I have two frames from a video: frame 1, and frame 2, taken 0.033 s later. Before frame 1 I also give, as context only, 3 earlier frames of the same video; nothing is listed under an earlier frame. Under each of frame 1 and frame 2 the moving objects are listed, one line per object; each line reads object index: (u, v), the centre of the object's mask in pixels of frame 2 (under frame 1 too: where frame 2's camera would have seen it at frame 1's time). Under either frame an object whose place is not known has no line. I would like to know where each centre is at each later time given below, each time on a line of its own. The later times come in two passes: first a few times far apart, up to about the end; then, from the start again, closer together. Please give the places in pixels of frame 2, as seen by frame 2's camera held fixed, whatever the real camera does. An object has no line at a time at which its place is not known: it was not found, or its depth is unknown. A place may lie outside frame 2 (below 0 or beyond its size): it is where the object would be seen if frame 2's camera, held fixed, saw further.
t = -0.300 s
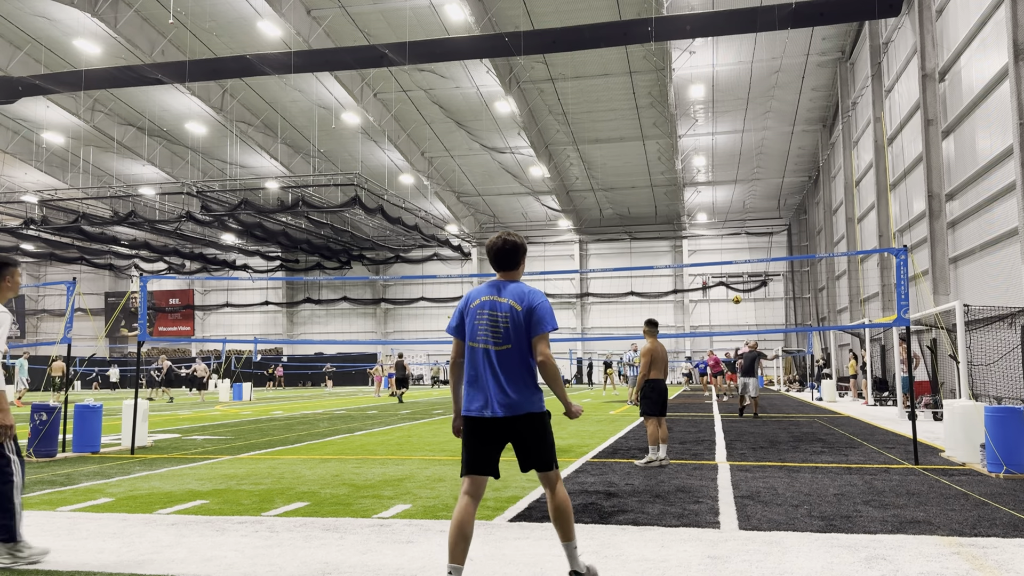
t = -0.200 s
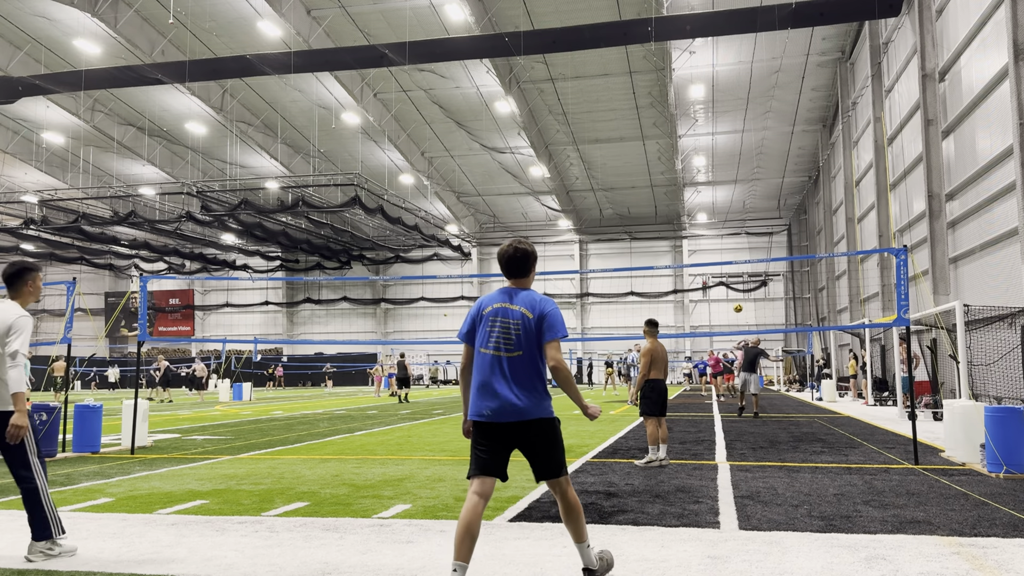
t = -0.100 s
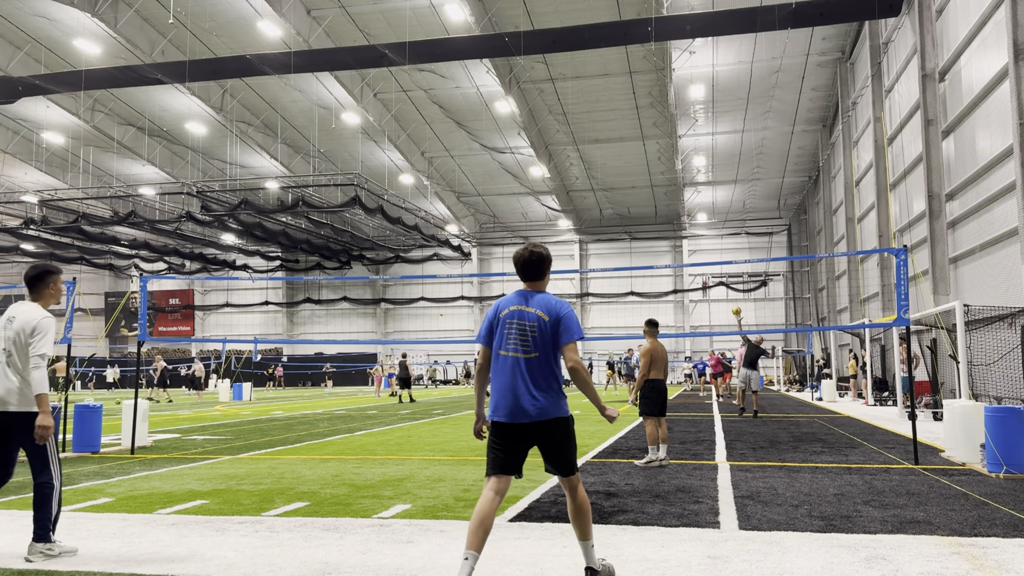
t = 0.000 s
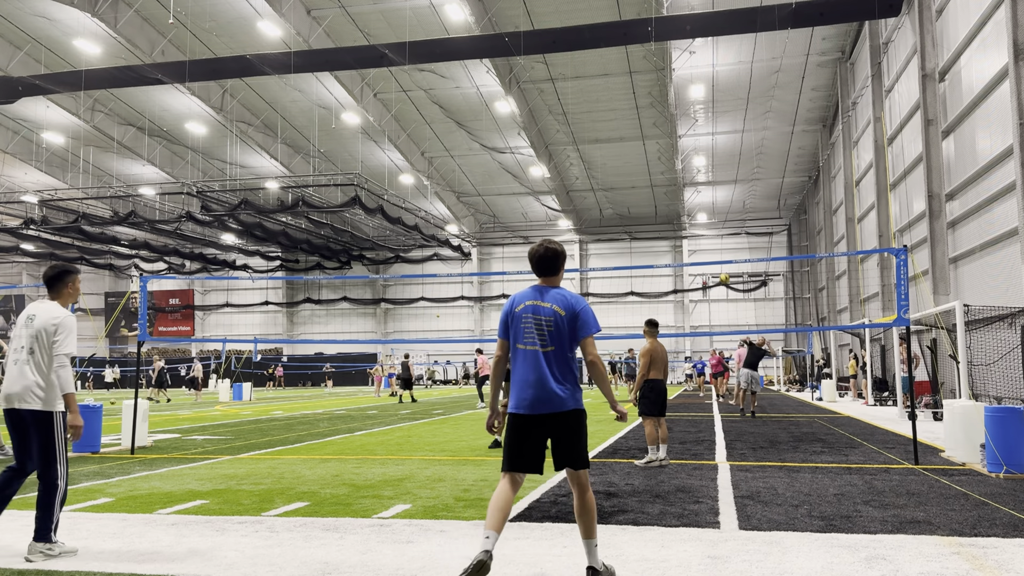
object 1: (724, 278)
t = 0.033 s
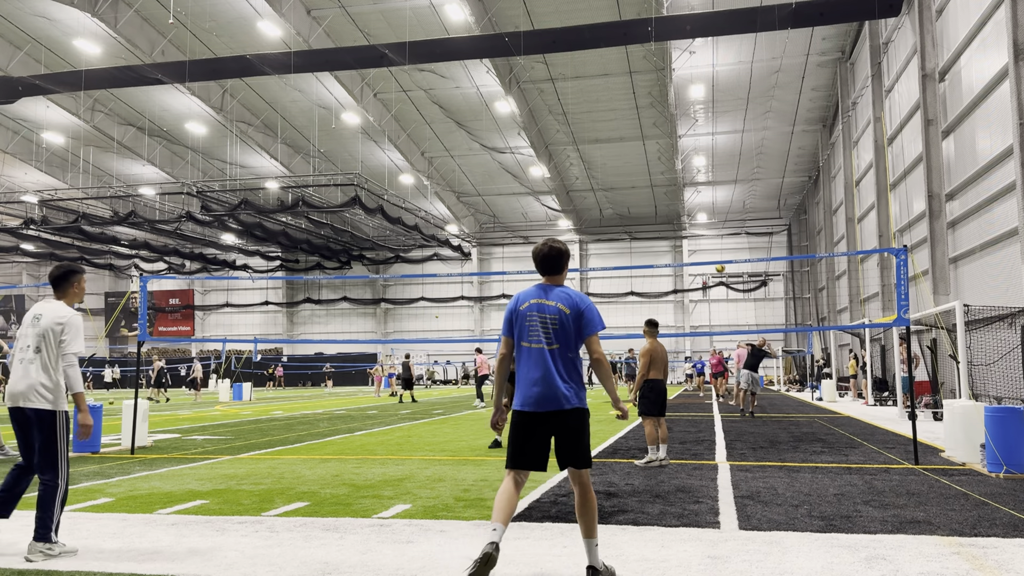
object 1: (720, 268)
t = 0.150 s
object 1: (703, 235)
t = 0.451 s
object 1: (662, 177)
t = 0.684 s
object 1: (624, 155)
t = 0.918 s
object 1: (579, 167)
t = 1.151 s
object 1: (526, 227)
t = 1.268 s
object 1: (496, 281)
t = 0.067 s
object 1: (716, 257)
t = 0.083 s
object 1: (713, 253)
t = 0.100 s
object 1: (711, 249)
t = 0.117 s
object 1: (708, 244)
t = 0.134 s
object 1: (706, 240)
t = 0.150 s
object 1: (703, 235)
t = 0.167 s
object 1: (701, 231)
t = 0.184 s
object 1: (698, 227)
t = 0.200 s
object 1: (696, 224)
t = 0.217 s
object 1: (693, 220)
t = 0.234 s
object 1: (691, 215)
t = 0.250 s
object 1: (689, 212)
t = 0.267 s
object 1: (687, 209)
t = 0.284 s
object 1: (685, 205)
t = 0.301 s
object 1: (682, 202)
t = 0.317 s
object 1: (680, 198)
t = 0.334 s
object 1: (678, 195)
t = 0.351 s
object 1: (675, 192)
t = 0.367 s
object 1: (673, 190)
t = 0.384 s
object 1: (671, 187)
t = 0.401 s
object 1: (668, 184)
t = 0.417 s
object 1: (666, 181)
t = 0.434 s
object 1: (664, 179)
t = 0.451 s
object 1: (662, 177)
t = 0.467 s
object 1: (659, 174)
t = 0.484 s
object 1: (657, 172)
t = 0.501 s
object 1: (654, 170)
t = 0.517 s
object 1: (652, 168)
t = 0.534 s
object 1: (649, 166)
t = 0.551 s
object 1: (647, 164)
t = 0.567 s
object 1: (644, 162)
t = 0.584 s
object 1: (641, 161)
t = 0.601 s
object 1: (638, 159)
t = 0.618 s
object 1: (635, 158)
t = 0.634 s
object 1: (633, 157)
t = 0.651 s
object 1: (630, 156)
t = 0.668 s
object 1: (627, 156)
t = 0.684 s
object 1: (624, 155)
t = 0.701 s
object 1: (621, 154)
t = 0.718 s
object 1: (618, 154)
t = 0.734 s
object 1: (615, 154)
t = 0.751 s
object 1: (612, 154)
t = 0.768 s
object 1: (609, 154)
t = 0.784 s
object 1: (605, 155)
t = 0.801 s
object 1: (602, 156)
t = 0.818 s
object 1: (599, 157)
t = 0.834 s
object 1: (595, 158)
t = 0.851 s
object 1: (592, 159)
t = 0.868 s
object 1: (589, 161)
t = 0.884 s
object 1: (586, 162)
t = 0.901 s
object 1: (582, 164)
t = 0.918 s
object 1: (579, 167)
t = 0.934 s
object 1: (575, 169)
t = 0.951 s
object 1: (572, 172)
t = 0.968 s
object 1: (568, 175)
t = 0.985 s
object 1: (565, 178)
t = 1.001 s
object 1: (561, 182)
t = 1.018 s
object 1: (557, 185)
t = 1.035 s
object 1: (554, 189)
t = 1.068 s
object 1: (546, 199)
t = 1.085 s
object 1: (542, 204)
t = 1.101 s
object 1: (538, 209)
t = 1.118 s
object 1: (534, 215)
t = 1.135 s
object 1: (530, 221)
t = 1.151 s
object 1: (526, 227)
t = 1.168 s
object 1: (522, 233)
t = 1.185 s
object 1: (518, 240)
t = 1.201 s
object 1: (514, 247)
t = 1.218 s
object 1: (510, 255)
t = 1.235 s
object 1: (505, 264)
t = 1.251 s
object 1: (501, 272)
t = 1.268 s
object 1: (496, 281)
